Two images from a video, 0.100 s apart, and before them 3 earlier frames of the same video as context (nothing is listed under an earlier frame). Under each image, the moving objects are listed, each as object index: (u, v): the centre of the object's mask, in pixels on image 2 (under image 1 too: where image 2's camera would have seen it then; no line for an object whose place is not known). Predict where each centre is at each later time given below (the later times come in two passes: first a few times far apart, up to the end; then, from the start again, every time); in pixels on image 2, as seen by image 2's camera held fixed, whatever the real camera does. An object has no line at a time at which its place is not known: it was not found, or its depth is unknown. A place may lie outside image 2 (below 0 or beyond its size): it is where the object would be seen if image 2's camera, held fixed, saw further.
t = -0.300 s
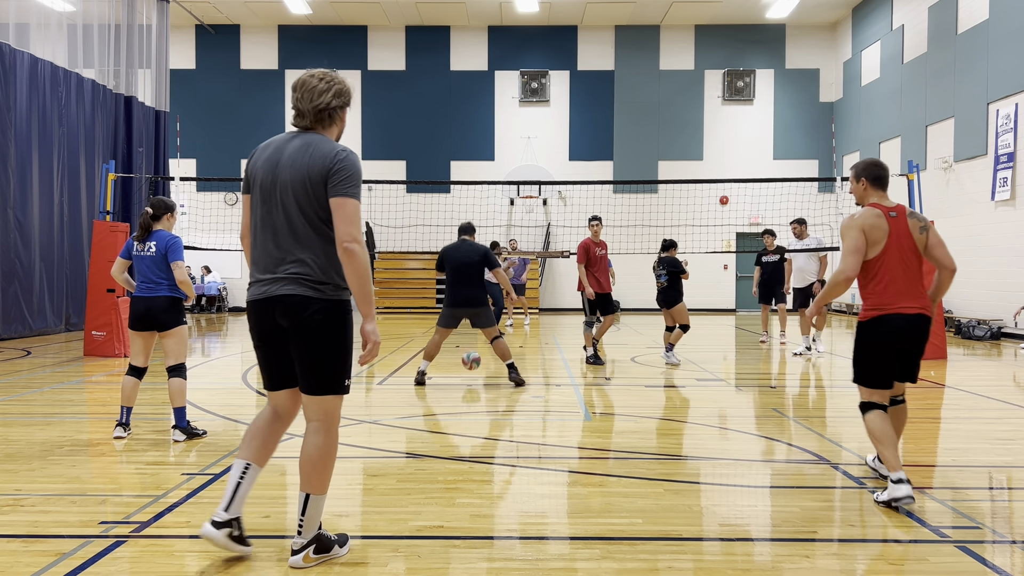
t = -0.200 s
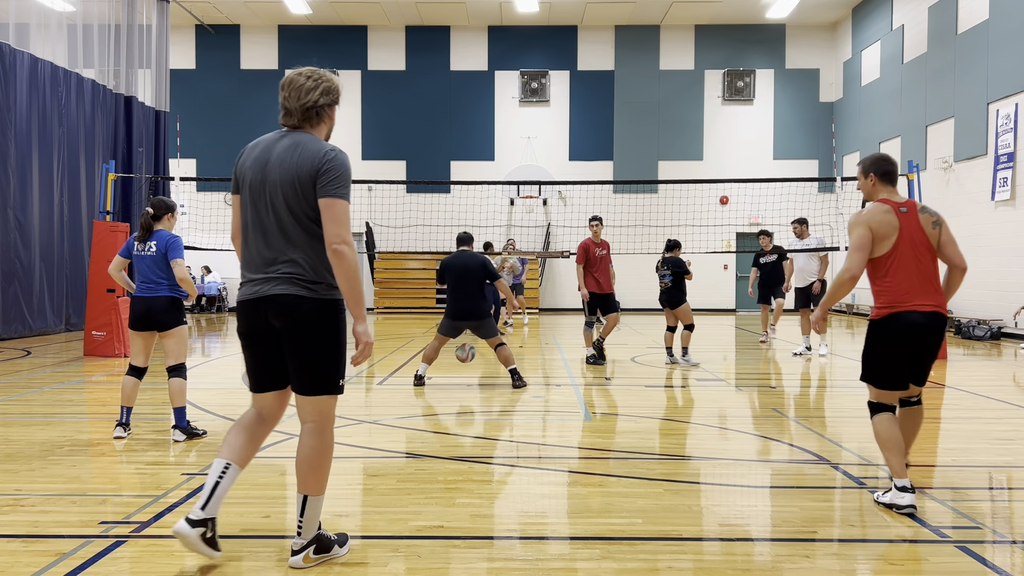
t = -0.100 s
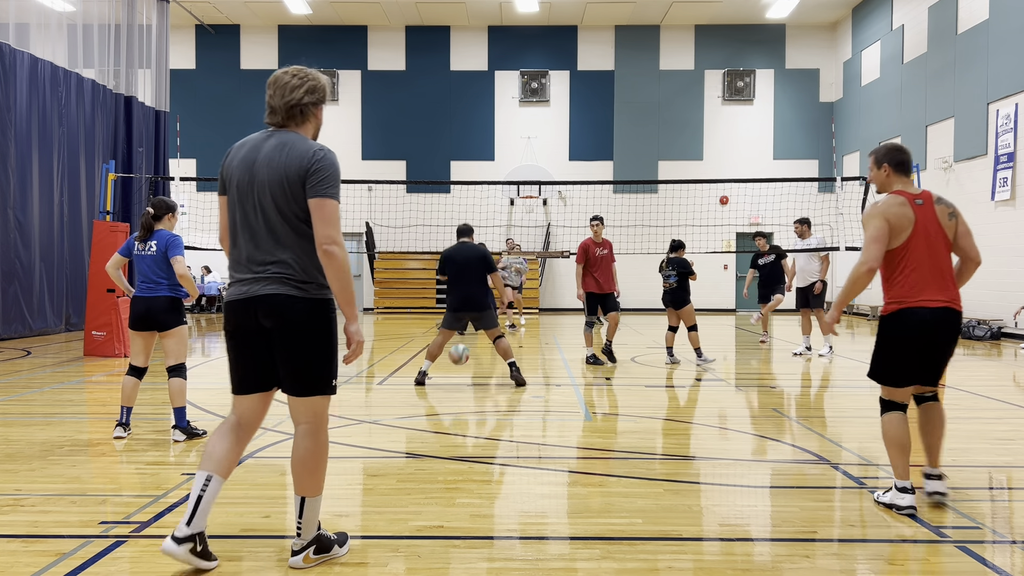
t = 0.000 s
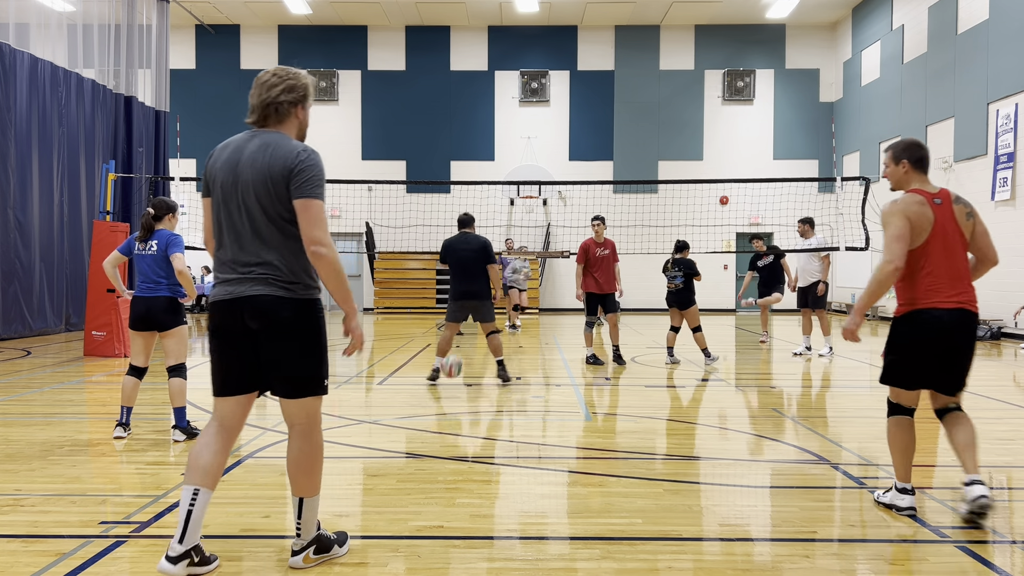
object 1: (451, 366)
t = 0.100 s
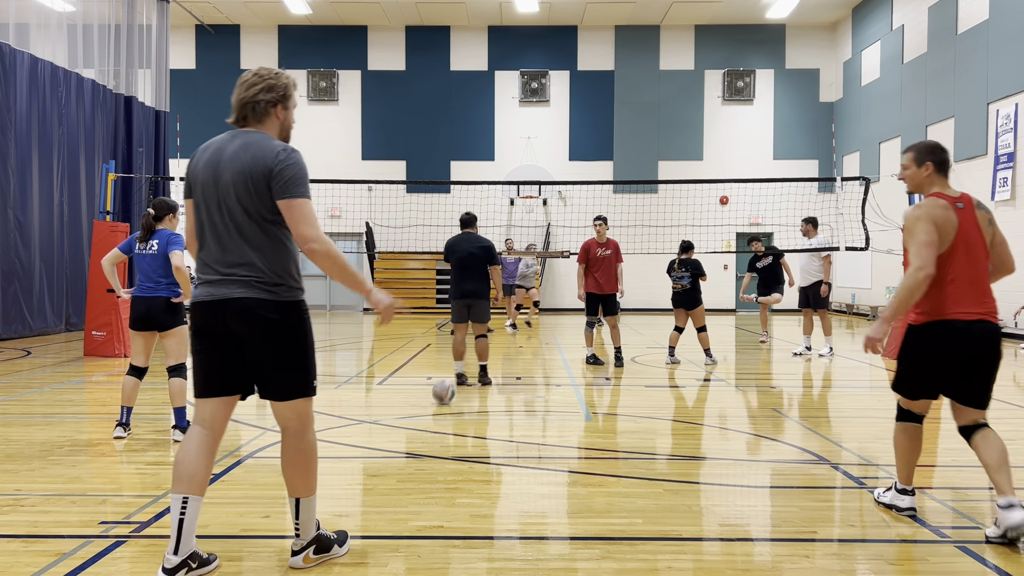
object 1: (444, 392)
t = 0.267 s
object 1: (430, 382)
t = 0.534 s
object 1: (402, 418)
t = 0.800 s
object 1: (363, 458)
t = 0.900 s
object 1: (344, 458)
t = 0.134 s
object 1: (441, 389)
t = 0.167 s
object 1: (438, 386)
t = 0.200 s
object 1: (436, 383)
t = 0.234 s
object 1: (433, 382)
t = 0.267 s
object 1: (430, 382)
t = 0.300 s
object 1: (427, 384)
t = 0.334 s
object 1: (424, 387)
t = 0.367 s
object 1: (421, 392)
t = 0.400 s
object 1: (417, 398)
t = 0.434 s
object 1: (414, 406)
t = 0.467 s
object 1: (410, 416)
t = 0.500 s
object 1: (406, 421)
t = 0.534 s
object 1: (402, 418)
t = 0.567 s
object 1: (398, 417)
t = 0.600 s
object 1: (394, 417)
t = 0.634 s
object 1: (390, 419)
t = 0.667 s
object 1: (385, 423)
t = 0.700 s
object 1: (380, 428)
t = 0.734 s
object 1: (375, 436)
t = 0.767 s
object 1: (369, 445)
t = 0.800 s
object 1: (363, 458)
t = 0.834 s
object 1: (357, 457)
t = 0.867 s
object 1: (351, 456)
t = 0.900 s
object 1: (344, 458)
